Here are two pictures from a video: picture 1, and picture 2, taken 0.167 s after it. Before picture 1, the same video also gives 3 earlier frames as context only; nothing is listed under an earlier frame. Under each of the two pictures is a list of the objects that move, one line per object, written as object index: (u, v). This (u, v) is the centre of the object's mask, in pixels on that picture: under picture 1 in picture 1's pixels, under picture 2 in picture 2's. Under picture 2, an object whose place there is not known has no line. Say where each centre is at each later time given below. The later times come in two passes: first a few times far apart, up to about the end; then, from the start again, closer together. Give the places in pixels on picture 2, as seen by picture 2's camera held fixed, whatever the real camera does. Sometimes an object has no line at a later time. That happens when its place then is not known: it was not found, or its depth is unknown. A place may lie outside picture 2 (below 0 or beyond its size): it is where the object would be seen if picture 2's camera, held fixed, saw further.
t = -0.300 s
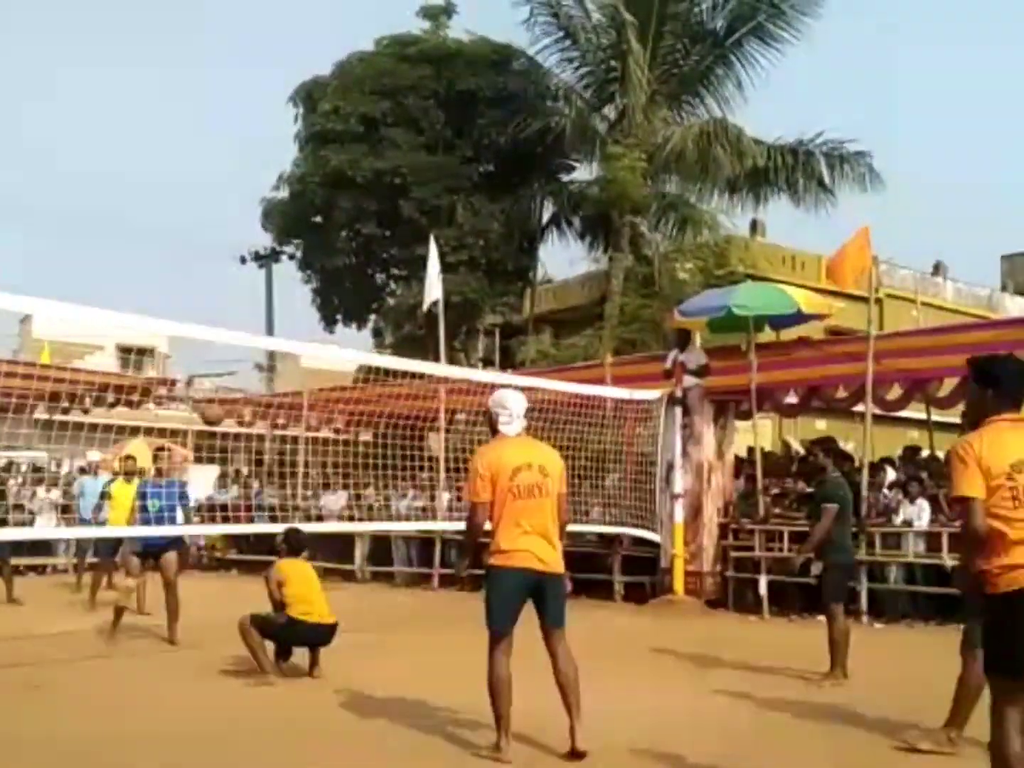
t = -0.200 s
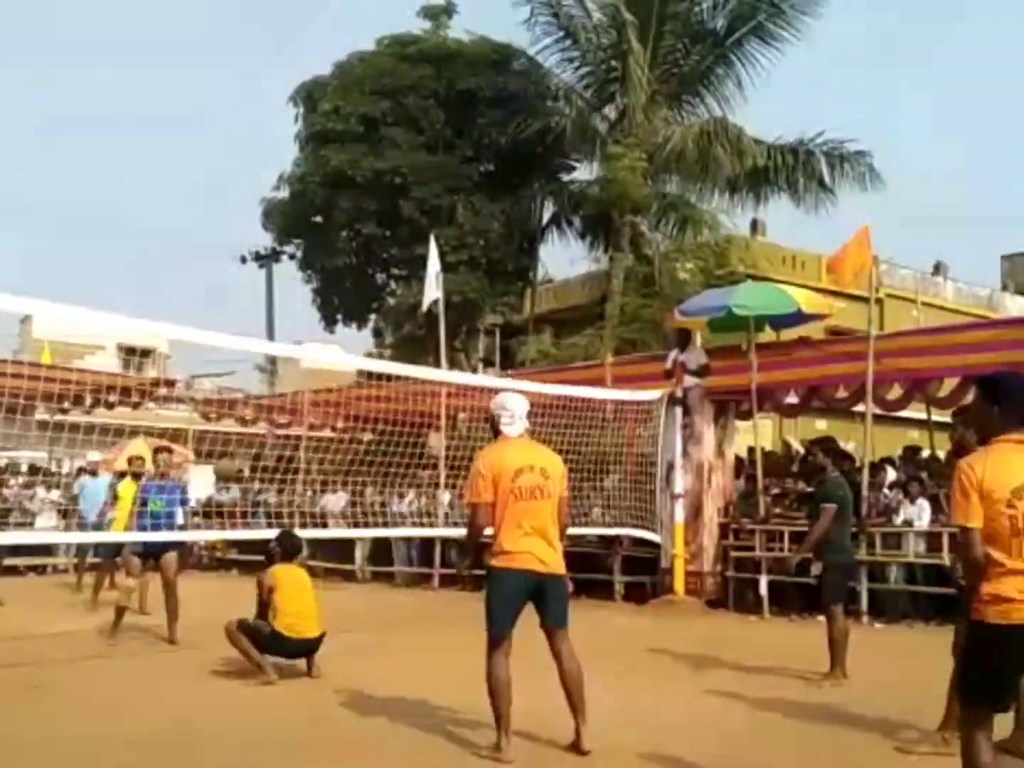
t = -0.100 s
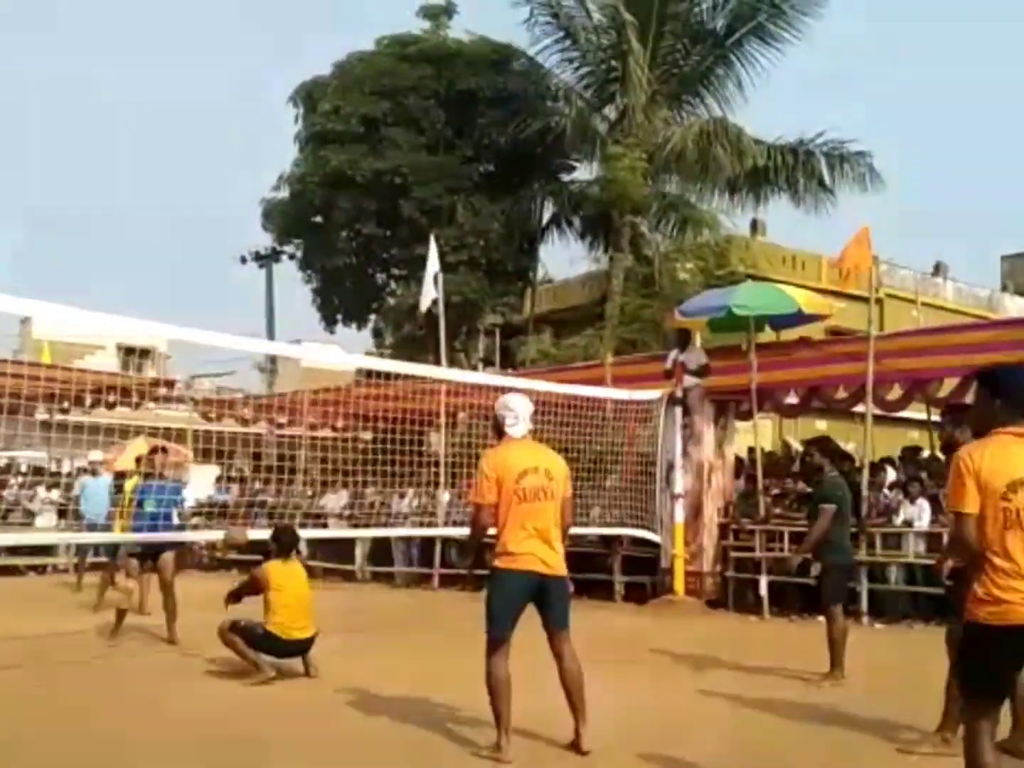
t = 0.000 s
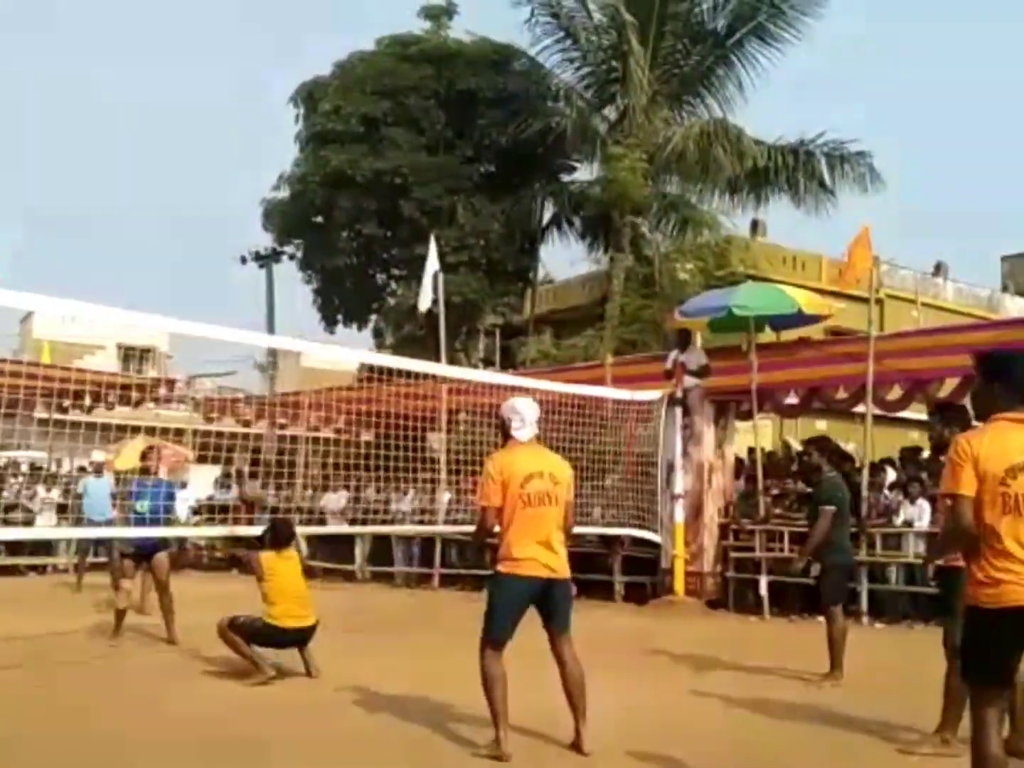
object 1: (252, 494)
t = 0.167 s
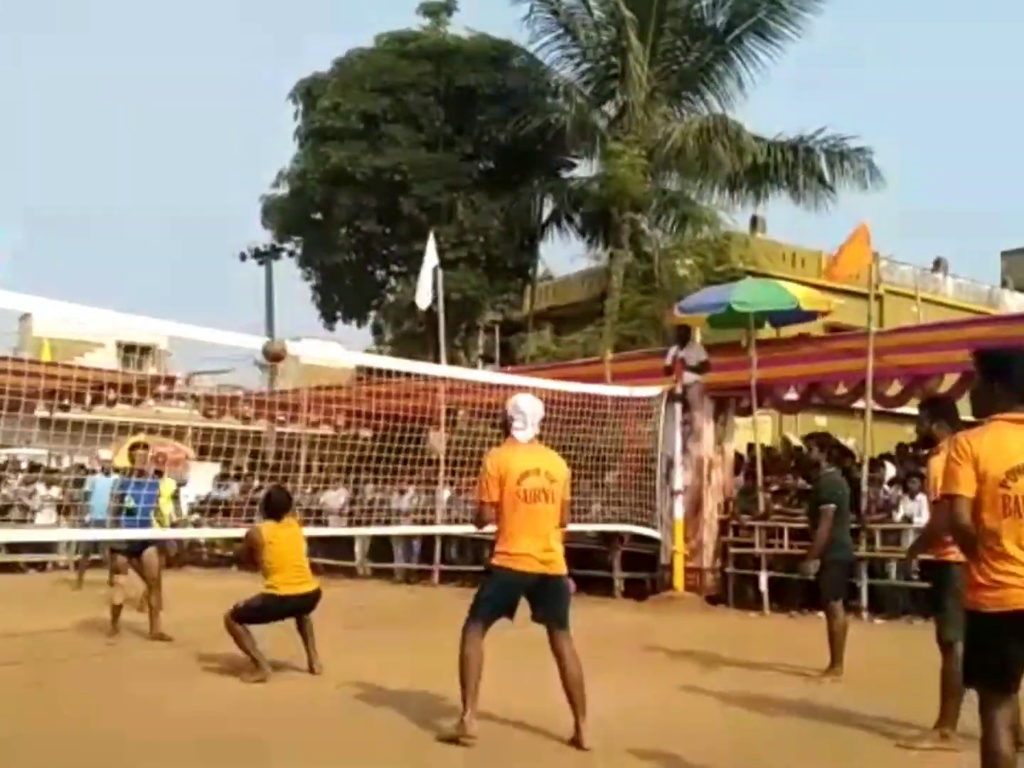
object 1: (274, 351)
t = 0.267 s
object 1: (288, 281)
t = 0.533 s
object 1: (326, 153)
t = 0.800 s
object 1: (351, 127)
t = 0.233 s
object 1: (284, 303)
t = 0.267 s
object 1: (288, 281)
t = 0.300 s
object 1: (292, 260)
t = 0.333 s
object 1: (298, 242)
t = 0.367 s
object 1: (303, 224)
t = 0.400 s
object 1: (309, 208)
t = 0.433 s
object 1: (313, 192)
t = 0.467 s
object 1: (317, 177)
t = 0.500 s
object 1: (322, 165)
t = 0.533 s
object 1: (326, 153)
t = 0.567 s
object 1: (329, 146)
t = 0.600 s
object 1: (334, 136)
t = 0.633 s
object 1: (338, 131)
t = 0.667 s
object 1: (343, 127)
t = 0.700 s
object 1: (346, 125)
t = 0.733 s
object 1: (349, 125)
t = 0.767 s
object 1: (352, 126)
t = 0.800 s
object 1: (351, 127)
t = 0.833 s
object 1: (353, 129)
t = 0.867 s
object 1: (356, 131)
